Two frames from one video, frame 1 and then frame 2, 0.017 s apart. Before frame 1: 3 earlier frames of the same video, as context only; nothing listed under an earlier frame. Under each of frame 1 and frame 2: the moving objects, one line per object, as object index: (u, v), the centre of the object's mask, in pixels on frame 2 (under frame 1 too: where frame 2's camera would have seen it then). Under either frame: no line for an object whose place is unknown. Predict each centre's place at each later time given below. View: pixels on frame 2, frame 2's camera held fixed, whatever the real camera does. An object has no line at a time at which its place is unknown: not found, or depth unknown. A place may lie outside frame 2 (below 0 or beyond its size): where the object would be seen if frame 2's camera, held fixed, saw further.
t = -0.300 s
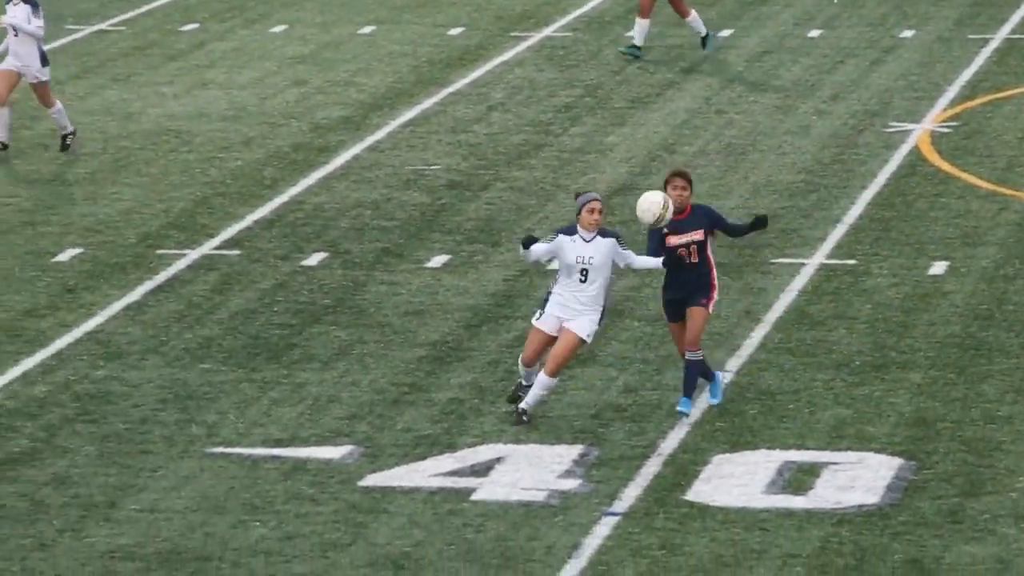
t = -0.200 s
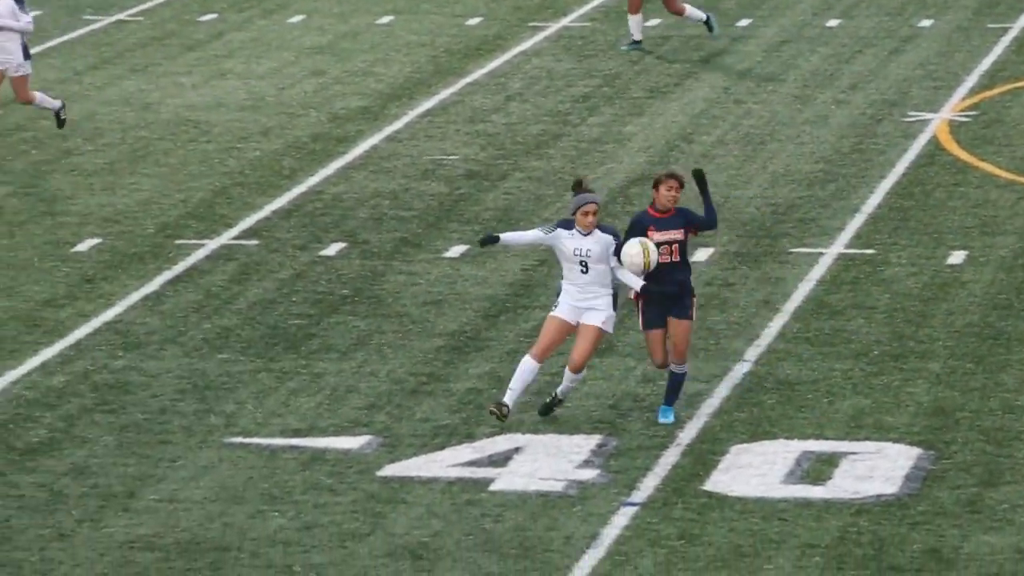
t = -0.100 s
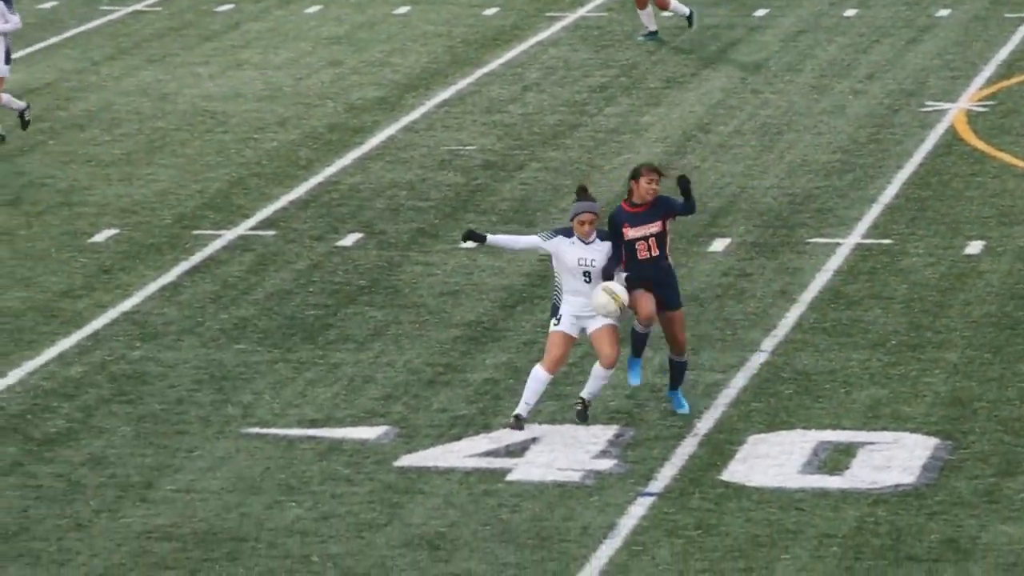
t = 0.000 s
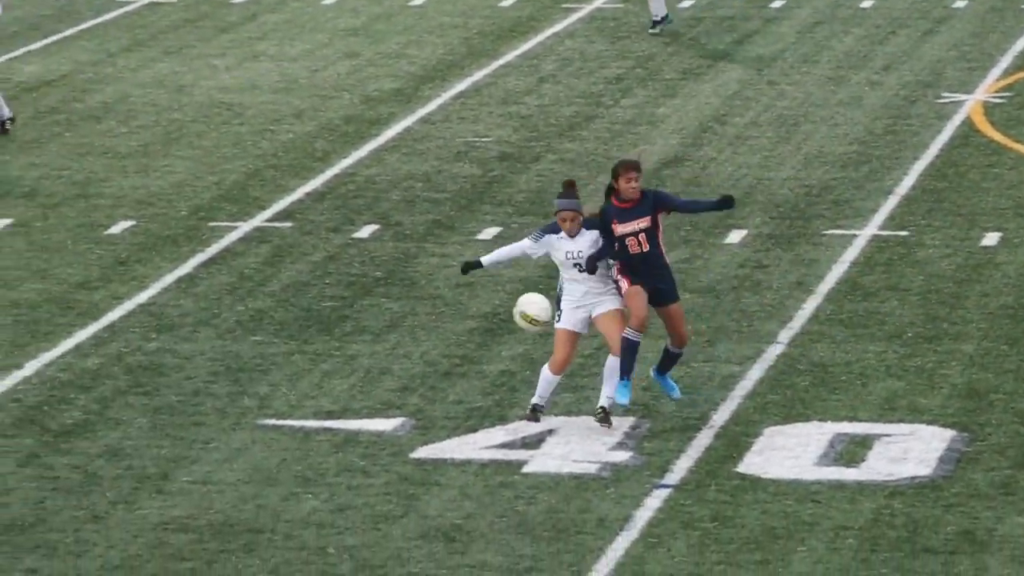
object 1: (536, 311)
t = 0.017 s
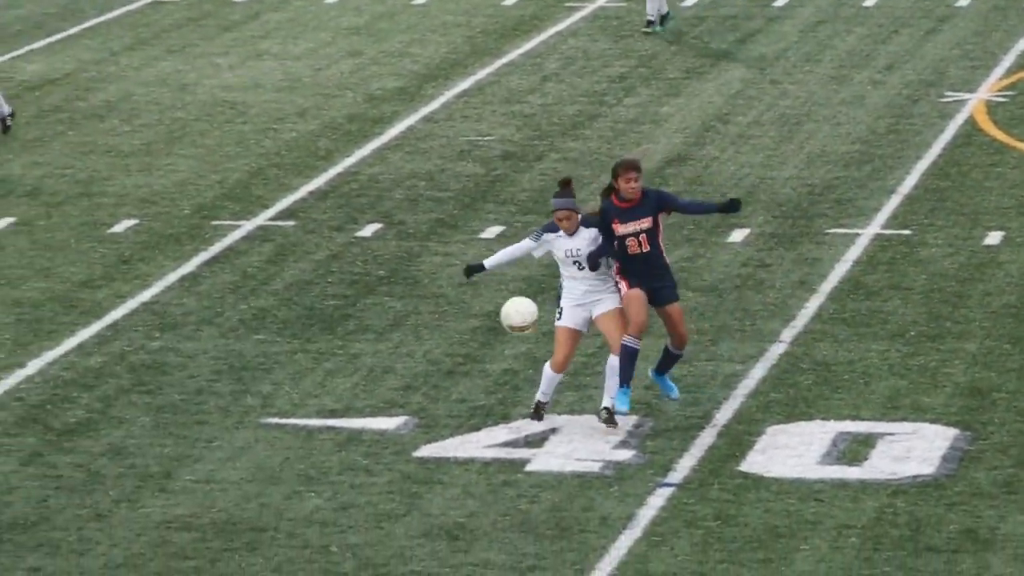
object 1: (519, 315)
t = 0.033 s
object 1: (504, 320)
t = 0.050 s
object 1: (488, 327)
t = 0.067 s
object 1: (472, 335)
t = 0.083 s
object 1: (456, 342)
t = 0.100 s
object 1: (440, 349)
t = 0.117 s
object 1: (424, 358)
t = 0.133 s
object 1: (408, 367)
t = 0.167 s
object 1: (375, 385)
